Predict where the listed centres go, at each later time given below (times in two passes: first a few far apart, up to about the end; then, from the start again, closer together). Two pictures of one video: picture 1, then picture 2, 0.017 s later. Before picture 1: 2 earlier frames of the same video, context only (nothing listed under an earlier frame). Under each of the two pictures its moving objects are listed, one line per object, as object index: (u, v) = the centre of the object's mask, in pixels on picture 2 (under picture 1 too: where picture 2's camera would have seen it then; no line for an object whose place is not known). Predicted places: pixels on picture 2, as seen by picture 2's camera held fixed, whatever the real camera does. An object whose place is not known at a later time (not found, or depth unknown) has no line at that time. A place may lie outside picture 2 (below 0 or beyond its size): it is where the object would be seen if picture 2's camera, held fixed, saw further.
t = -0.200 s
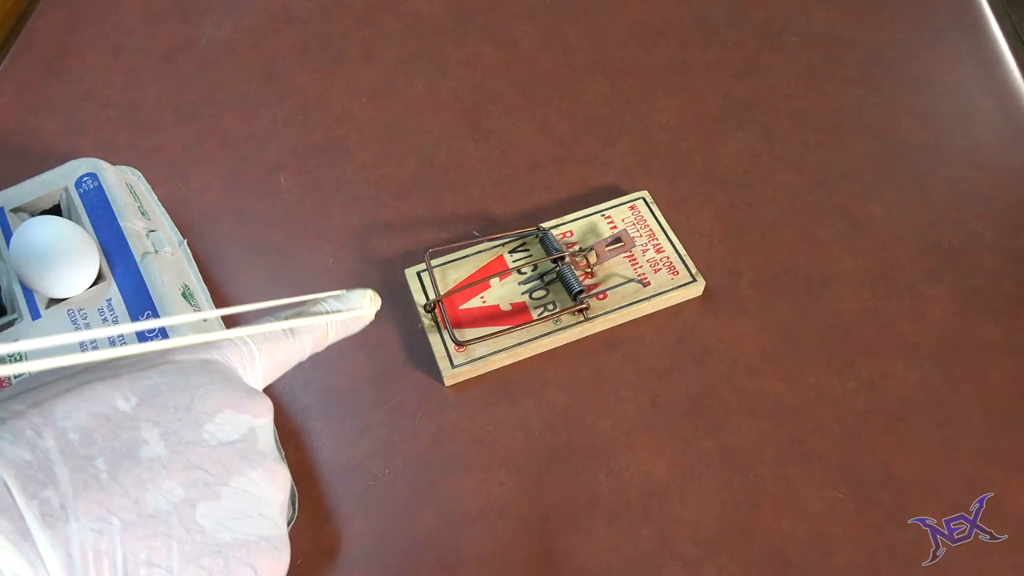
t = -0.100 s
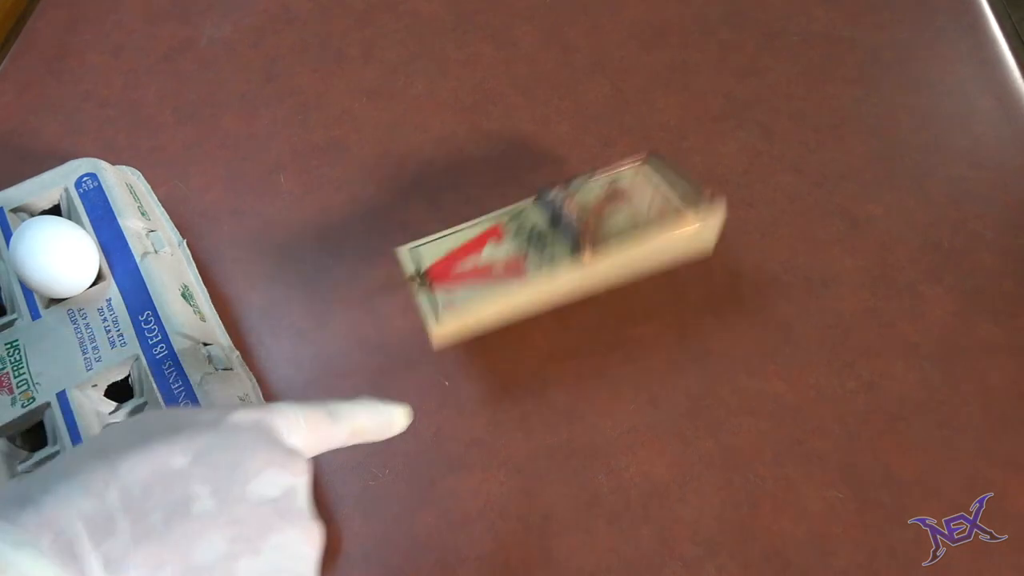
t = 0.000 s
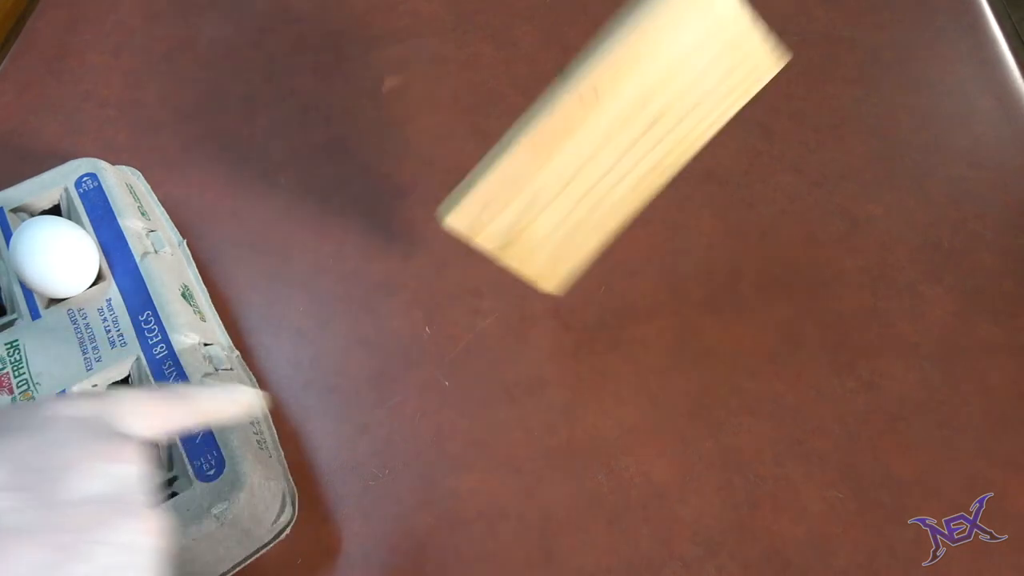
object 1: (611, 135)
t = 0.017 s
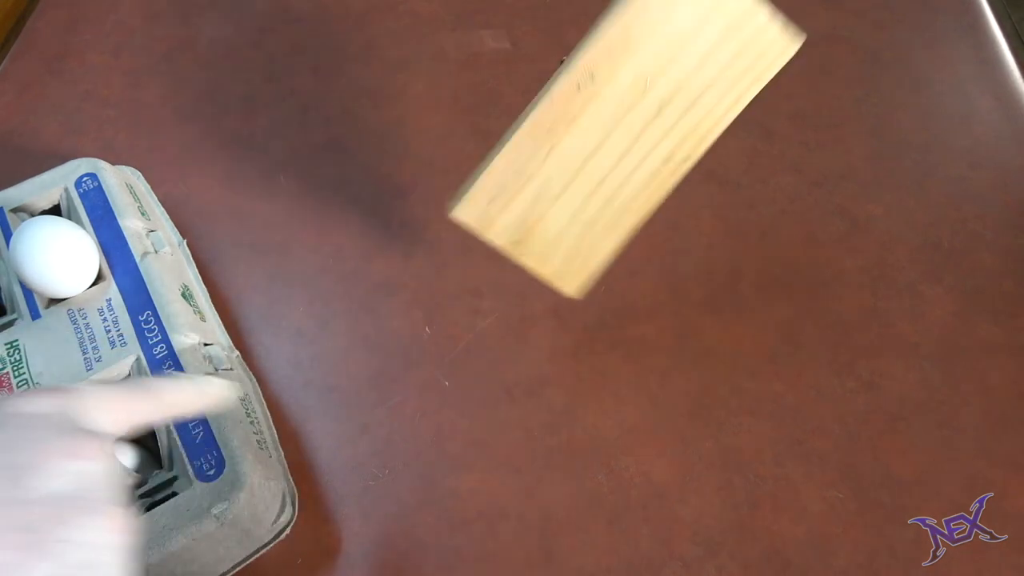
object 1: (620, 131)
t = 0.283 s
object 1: (688, 198)
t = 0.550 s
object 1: (729, 201)
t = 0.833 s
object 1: (720, 206)
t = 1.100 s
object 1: (719, 206)
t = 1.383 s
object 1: (716, 208)
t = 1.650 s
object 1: (716, 208)
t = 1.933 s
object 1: (716, 208)
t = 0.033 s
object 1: (628, 130)
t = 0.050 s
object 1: (634, 130)
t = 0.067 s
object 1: (642, 133)
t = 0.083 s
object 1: (652, 135)
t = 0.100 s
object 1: (660, 139)
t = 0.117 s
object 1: (668, 142)
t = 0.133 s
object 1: (672, 149)
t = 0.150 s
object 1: (677, 147)
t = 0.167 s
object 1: (682, 146)
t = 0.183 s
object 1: (687, 149)
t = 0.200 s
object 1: (689, 156)
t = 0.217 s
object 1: (691, 166)
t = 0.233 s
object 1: (691, 178)
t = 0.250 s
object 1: (691, 190)
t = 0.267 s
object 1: (689, 202)
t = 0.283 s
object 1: (688, 198)
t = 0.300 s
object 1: (694, 188)
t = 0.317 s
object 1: (697, 180)
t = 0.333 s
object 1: (702, 174)
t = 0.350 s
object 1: (707, 170)
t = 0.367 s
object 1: (711, 168)
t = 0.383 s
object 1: (714, 170)
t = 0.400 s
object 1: (716, 175)
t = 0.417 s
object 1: (716, 181)
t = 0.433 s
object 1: (718, 190)
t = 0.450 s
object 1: (720, 196)
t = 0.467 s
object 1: (723, 195)
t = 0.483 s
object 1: (725, 193)
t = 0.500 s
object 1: (726, 194)
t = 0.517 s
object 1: (727, 196)
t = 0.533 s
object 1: (729, 198)
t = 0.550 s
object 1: (729, 201)
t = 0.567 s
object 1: (728, 204)
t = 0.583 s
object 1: (727, 206)
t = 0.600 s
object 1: (726, 205)
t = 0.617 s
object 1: (725, 204)
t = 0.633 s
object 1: (723, 205)
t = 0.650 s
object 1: (722, 205)
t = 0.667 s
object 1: (722, 205)
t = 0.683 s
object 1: (721, 206)
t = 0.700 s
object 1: (721, 205)
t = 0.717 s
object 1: (720, 205)
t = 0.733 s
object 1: (720, 206)
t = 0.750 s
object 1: (720, 206)
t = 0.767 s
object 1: (720, 206)
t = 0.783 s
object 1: (719, 206)
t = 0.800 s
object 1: (719, 206)
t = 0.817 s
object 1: (720, 206)
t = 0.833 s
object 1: (720, 206)
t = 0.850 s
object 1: (720, 206)
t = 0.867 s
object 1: (720, 206)
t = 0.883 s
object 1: (720, 206)
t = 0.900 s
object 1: (720, 206)
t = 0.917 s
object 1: (720, 206)
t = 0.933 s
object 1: (720, 206)
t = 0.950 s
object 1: (720, 206)
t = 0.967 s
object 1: (720, 206)
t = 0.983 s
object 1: (720, 206)
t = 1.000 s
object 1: (720, 206)
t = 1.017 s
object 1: (720, 206)
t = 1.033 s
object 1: (720, 206)
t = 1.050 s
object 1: (720, 206)
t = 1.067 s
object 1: (720, 206)
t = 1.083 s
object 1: (720, 206)
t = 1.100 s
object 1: (719, 206)
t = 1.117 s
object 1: (720, 206)
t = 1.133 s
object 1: (720, 206)
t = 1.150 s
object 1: (720, 206)
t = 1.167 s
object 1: (720, 206)
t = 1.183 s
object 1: (720, 206)
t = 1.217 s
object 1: (720, 206)
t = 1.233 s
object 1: (720, 206)
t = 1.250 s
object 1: (718, 207)
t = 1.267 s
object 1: (720, 206)
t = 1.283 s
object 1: (720, 206)
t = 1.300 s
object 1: (717, 207)
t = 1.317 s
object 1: (717, 207)
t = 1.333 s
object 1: (717, 208)
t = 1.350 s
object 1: (717, 208)
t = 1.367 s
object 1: (717, 208)
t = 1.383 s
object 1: (716, 208)
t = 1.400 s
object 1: (717, 208)
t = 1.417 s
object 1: (717, 208)
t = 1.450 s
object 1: (717, 208)
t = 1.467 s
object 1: (716, 208)
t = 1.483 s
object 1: (716, 208)
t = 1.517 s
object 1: (716, 208)
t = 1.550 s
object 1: (716, 208)
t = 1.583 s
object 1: (716, 208)
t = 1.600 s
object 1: (716, 208)
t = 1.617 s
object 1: (716, 208)
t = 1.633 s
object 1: (716, 208)
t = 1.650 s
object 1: (716, 208)
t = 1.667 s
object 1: (716, 208)
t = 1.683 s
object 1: (716, 208)
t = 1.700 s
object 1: (716, 208)
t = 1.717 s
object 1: (716, 208)
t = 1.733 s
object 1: (716, 208)
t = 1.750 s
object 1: (716, 208)
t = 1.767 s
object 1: (716, 208)
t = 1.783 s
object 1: (716, 208)
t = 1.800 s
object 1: (716, 208)
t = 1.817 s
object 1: (716, 208)
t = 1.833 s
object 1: (716, 208)
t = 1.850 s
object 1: (716, 208)
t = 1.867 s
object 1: (716, 208)
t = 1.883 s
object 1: (716, 208)
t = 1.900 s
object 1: (716, 208)
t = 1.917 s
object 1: (716, 208)
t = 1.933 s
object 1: (716, 208)
